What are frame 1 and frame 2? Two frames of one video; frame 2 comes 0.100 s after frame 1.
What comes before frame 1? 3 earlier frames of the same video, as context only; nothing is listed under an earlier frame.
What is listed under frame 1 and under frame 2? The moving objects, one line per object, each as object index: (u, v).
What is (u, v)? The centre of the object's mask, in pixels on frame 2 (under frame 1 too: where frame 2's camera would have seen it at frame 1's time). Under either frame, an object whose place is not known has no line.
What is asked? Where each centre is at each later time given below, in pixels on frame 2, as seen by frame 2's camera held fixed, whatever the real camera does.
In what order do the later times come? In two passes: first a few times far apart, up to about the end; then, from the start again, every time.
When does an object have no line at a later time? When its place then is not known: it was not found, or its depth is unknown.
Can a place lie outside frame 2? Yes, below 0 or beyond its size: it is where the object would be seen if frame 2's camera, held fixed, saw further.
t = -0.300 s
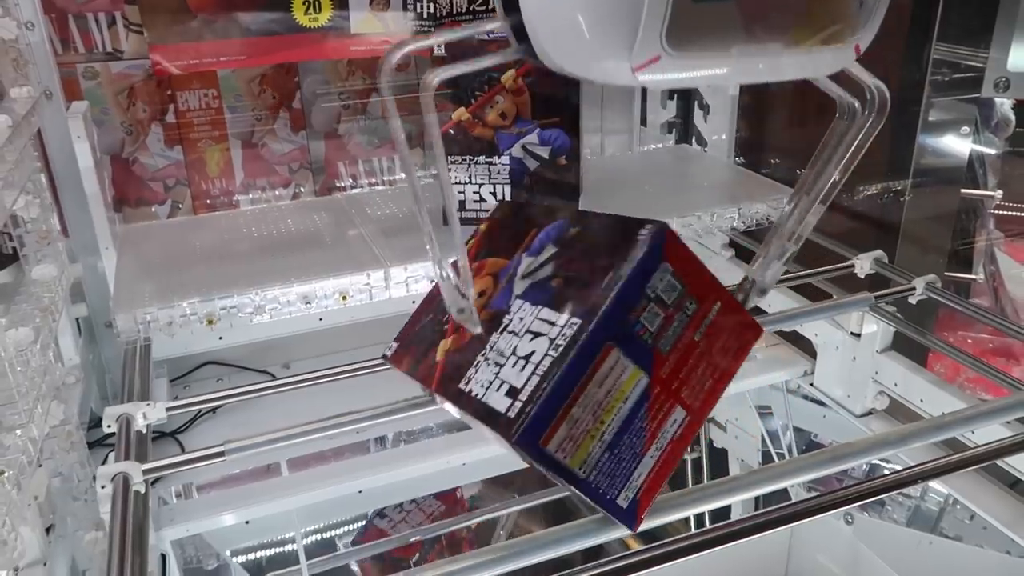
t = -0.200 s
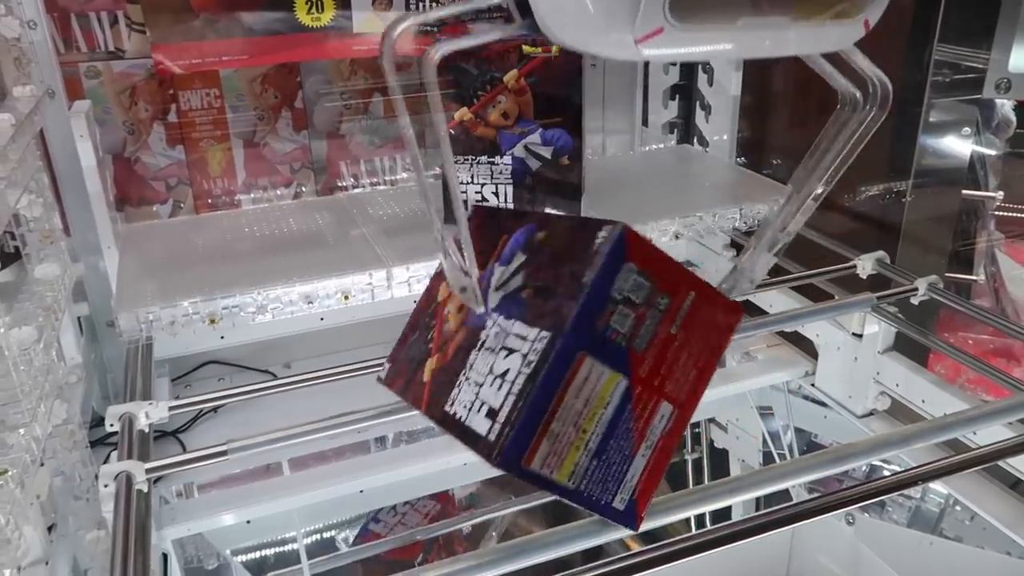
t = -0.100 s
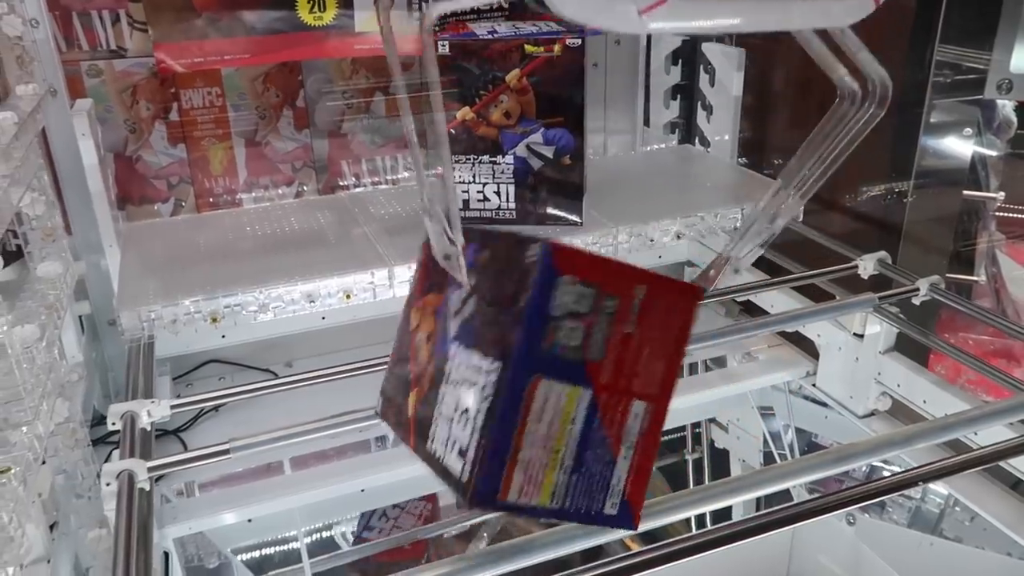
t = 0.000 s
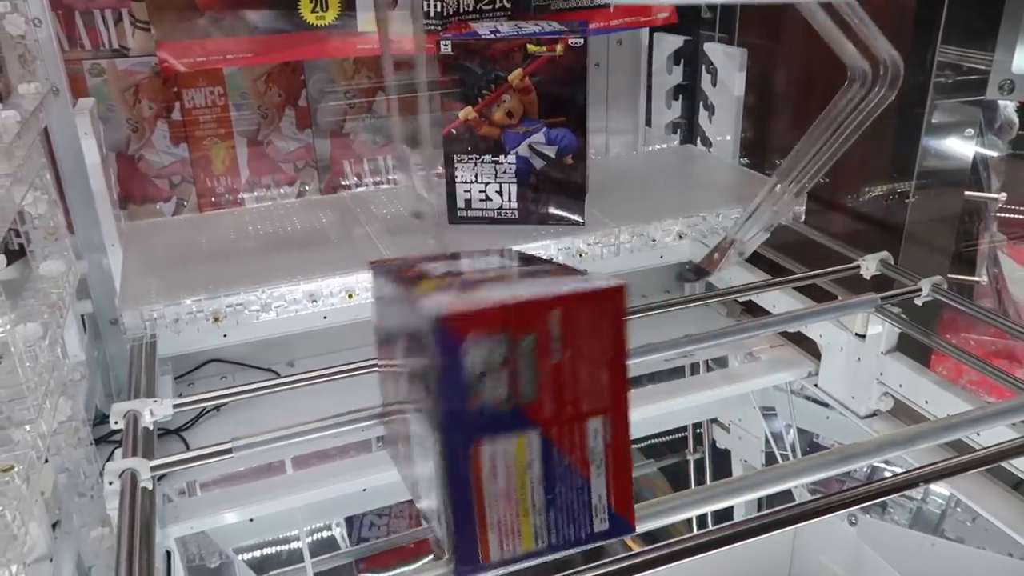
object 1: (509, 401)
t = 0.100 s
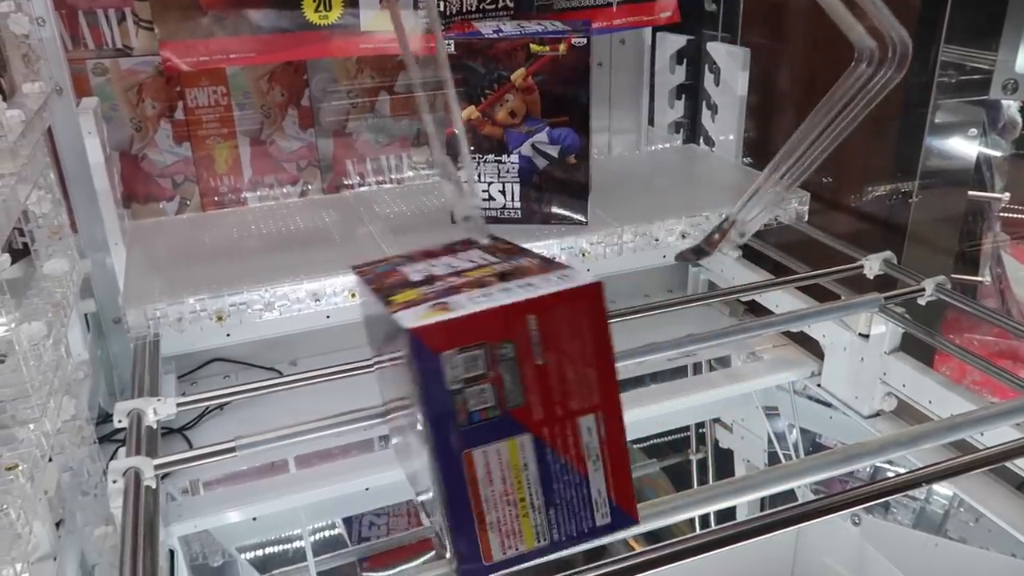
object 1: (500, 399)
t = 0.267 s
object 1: (507, 402)
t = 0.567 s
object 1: (506, 403)
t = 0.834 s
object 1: (507, 403)
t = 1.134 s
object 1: (506, 402)
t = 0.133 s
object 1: (506, 401)
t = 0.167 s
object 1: (509, 400)
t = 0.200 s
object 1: (510, 400)
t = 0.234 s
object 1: (509, 401)
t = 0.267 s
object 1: (507, 402)
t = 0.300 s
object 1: (505, 401)
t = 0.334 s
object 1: (506, 402)
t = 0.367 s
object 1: (507, 402)
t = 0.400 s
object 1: (507, 403)
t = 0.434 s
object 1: (507, 402)
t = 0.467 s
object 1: (506, 403)
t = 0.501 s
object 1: (506, 402)
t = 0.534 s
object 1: (506, 402)
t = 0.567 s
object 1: (506, 403)
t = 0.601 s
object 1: (506, 402)
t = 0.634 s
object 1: (507, 403)
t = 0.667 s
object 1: (507, 403)
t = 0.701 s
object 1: (507, 403)
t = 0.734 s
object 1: (507, 403)
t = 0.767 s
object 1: (507, 403)
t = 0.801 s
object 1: (507, 403)
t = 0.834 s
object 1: (507, 403)
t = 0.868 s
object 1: (507, 402)
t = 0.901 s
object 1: (507, 402)
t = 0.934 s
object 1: (506, 402)
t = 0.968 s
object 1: (506, 402)
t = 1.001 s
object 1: (506, 402)
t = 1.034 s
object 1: (506, 402)
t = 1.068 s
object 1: (506, 402)
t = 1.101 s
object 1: (506, 402)
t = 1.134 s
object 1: (506, 402)
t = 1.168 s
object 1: (506, 402)
